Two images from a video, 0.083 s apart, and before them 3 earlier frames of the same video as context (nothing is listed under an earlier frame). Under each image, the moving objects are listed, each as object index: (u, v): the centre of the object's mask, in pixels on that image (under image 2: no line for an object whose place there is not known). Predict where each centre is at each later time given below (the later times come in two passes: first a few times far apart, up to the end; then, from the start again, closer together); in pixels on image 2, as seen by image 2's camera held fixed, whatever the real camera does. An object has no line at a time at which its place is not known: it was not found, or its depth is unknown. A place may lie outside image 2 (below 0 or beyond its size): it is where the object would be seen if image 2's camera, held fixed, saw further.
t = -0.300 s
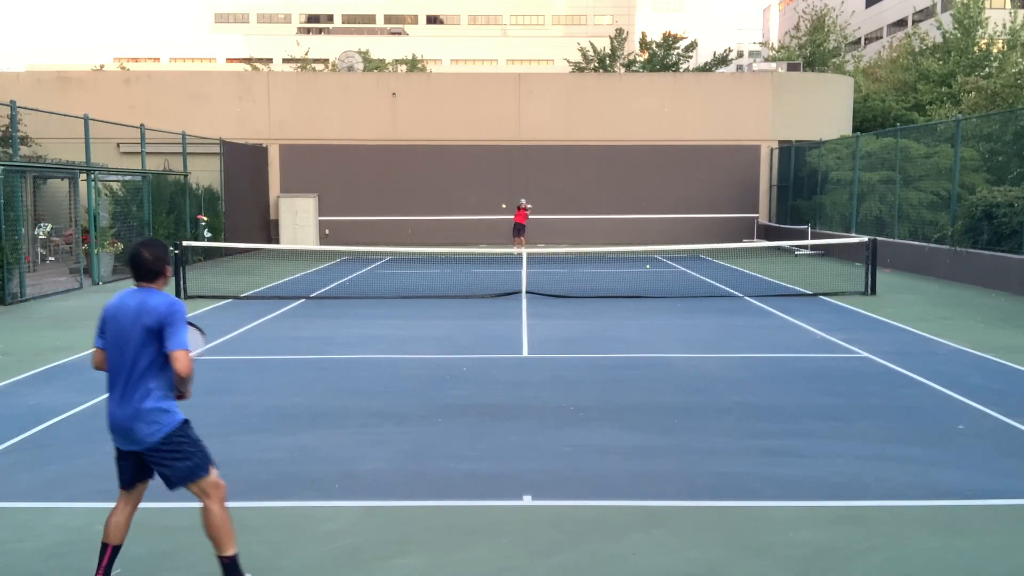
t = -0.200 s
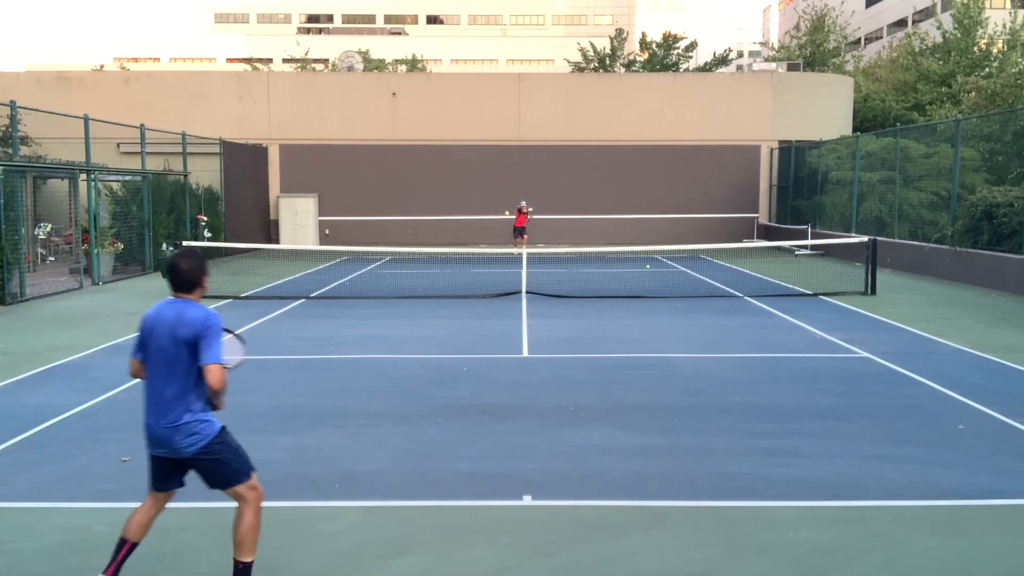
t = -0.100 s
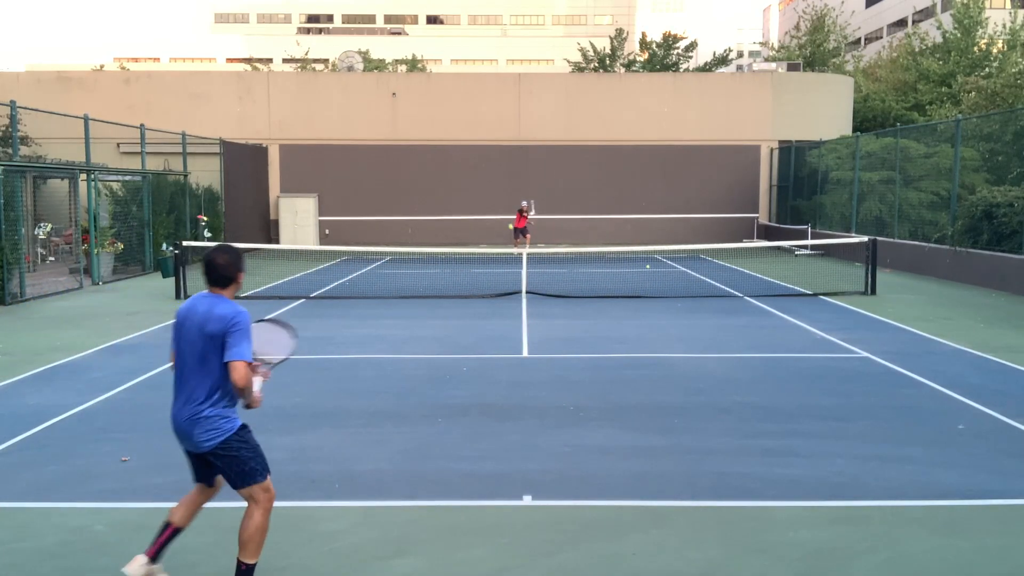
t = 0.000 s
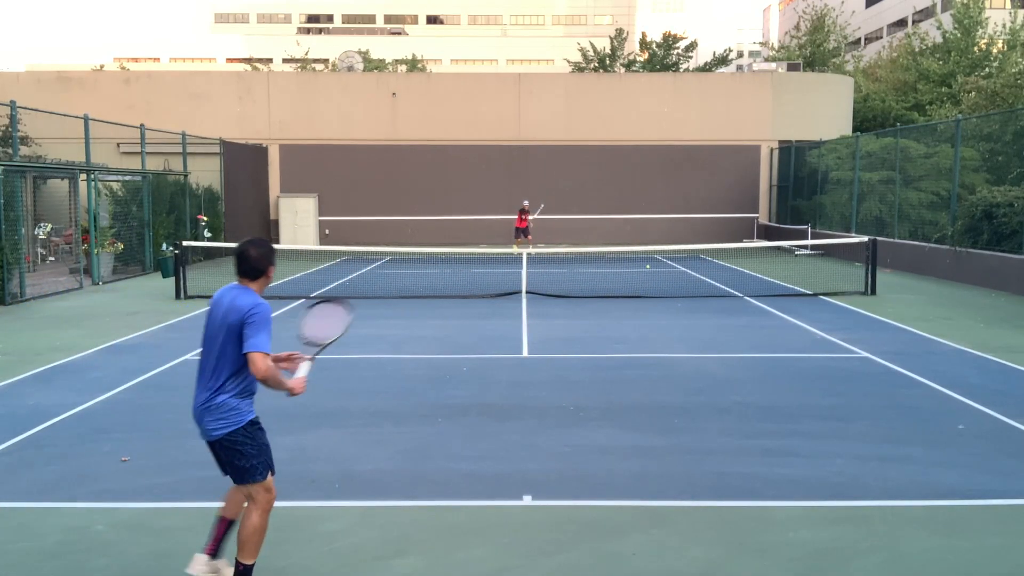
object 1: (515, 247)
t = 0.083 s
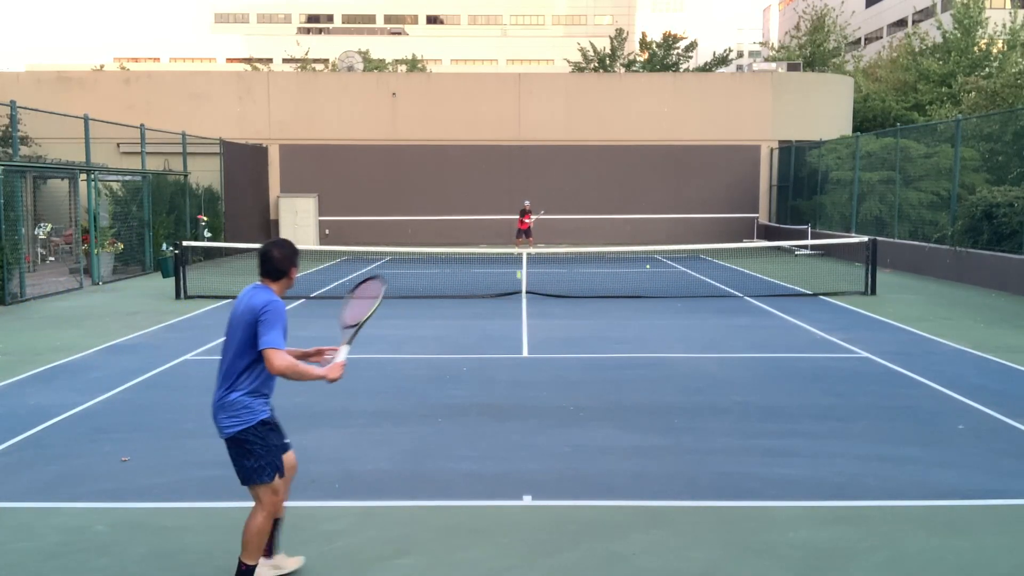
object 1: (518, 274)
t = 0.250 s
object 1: (525, 328)
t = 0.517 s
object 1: (534, 296)
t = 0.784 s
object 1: (548, 349)
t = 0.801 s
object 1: (550, 358)
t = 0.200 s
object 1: (524, 329)
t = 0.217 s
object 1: (525, 335)
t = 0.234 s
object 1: (525, 332)
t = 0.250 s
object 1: (525, 328)
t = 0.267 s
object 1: (526, 325)
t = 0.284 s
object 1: (527, 321)
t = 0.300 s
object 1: (527, 318)
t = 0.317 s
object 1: (528, 314)
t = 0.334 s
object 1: (528, 312)
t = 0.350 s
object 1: (529, 309)
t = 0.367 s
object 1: (529, 307)
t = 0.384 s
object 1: (529, 305)
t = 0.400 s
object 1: (530, 303)
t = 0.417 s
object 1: (530, 301)
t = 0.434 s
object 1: (531, 299)
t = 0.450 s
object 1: (532, 298)
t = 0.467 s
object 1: (532, 297)
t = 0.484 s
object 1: (533, 296)
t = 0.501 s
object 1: (533, 296)
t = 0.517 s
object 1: (534, 296)
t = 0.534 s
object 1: (534, 296)
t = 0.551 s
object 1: (535, 296)
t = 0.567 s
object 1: (536, 297)
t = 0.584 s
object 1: (537, 298)
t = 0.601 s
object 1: (537, 300)
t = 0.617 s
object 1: (538, 302)
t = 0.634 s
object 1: (539, 304)
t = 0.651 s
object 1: (540, 307)
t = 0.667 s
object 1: (541, 310)
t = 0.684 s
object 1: (542, 314)
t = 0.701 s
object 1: (543, 318)
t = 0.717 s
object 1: (544, 323)
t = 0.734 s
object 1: (545, 329)
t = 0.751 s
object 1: (546, 335)
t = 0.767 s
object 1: (547, 342)
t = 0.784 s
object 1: (548, 349)
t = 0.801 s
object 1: (550, 358)
